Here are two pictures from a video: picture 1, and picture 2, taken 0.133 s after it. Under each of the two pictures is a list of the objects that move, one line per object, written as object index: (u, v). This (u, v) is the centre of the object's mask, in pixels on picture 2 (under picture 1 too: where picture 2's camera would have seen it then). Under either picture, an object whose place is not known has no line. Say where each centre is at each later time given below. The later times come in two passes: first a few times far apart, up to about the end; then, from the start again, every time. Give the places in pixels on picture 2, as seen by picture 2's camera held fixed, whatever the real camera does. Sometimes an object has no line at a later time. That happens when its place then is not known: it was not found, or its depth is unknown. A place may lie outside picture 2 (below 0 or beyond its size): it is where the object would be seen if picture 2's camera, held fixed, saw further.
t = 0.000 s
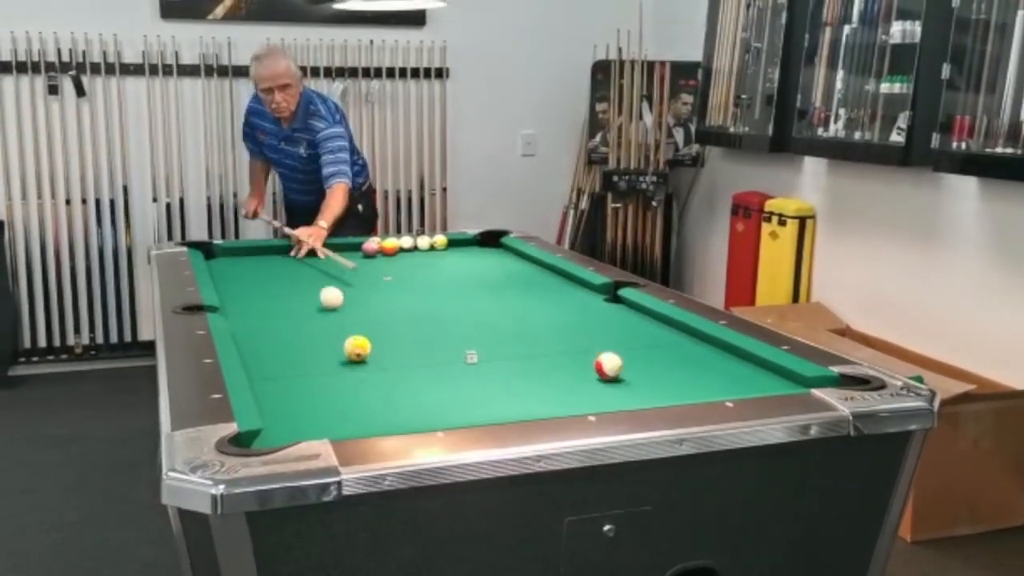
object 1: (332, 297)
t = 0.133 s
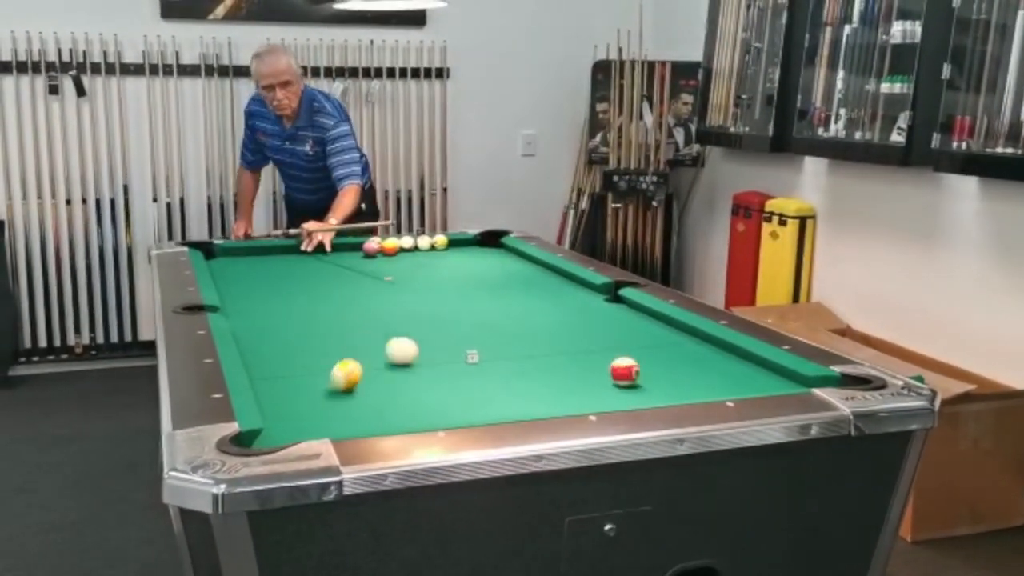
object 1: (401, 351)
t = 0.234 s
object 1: (496, 363)
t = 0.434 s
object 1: (650, 395)
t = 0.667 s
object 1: (673, 370)
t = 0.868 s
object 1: (699, 349)
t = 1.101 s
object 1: (665, 332)
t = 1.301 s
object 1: (616, 321)
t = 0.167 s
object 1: (433, 354)
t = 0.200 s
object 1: (465, 359)
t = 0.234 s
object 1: (496, 363)
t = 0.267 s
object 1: (528, 368)
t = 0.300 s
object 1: (560, 373)
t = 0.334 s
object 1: (592, 378)
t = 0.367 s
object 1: (624, 384)
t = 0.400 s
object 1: (636, 390)
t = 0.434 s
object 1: (650, 395)
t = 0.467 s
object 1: (661, 395)
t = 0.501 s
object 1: (661, 392)
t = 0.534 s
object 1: (663, 388)
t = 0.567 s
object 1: (665, 383)
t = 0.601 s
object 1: (667, 378)
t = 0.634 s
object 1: (670, 374)
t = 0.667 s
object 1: (673, 370)
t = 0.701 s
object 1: (677, 366)
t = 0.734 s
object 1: (681, 362)
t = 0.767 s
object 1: (686, 359)
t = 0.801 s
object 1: (690, 355)
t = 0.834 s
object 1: (694, 352)
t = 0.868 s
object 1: (699, 349)
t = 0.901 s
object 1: (703, 346)
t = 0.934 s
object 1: (707, 343)
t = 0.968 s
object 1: (706, 340)
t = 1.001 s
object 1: (695, 338)
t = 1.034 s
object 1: (684, 336)
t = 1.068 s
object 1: (674, 334)
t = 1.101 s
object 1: (665, 332)
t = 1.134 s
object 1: (657, 330)
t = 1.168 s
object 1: (648, 328)
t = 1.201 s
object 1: (640, 327)
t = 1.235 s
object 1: (632, 325)
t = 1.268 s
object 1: (624, 323)
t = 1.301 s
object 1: (616, 321)
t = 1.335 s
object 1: (608, 320)
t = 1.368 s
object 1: (600, 318)
